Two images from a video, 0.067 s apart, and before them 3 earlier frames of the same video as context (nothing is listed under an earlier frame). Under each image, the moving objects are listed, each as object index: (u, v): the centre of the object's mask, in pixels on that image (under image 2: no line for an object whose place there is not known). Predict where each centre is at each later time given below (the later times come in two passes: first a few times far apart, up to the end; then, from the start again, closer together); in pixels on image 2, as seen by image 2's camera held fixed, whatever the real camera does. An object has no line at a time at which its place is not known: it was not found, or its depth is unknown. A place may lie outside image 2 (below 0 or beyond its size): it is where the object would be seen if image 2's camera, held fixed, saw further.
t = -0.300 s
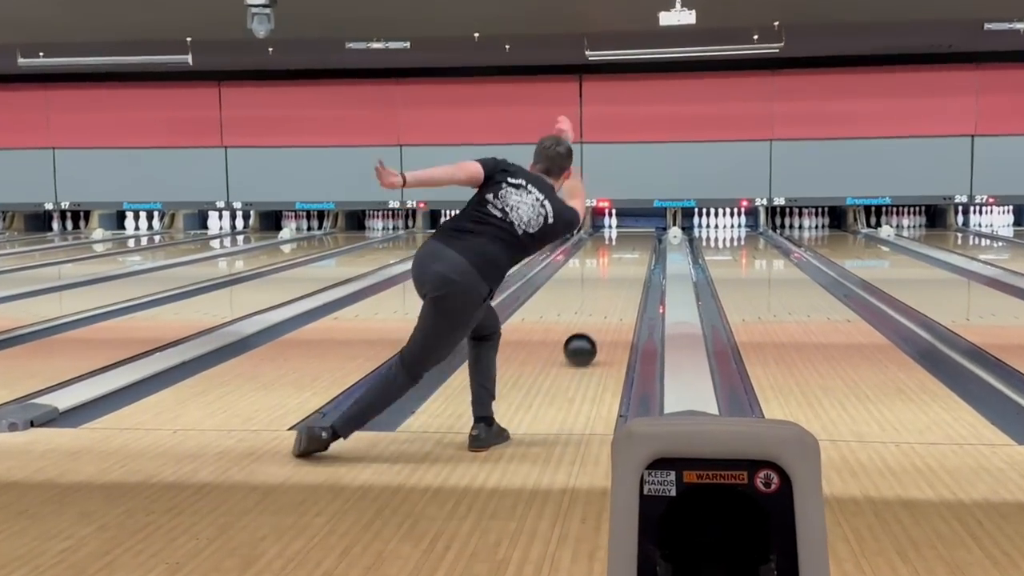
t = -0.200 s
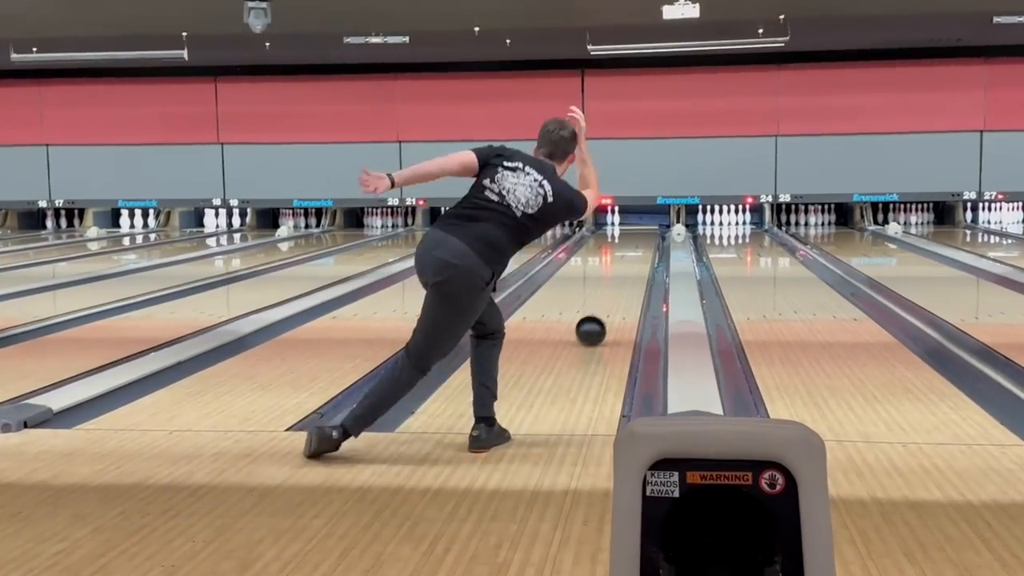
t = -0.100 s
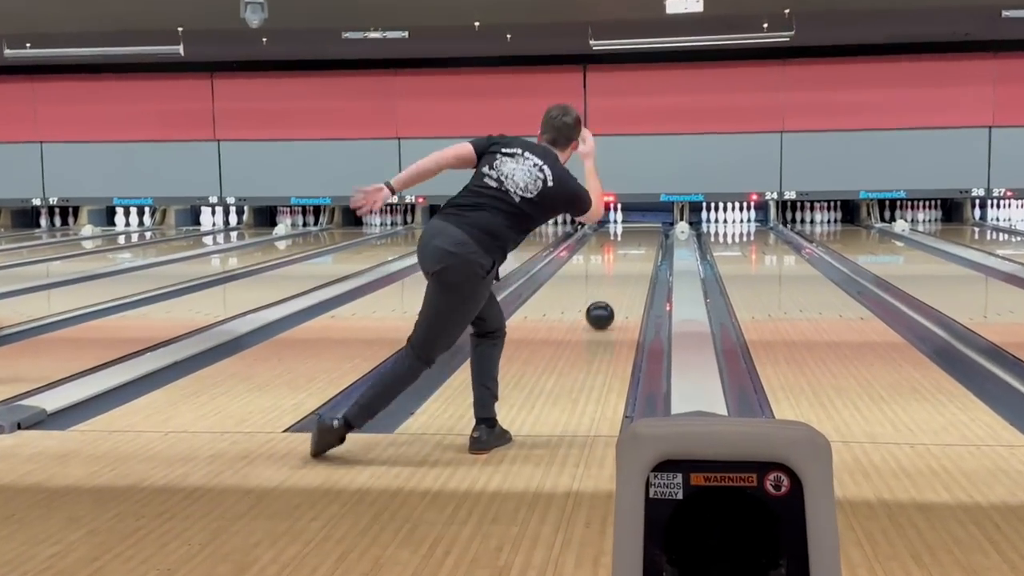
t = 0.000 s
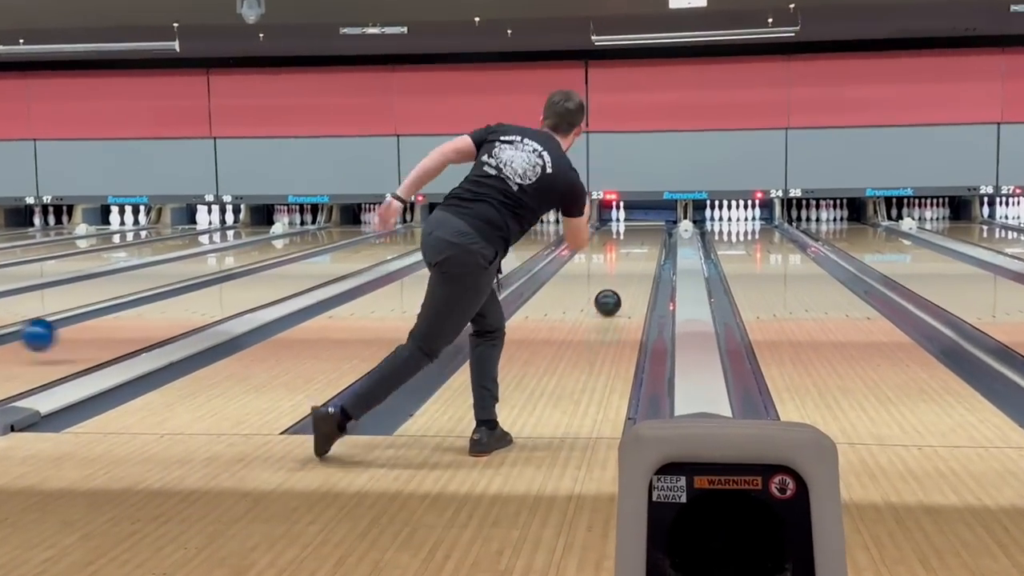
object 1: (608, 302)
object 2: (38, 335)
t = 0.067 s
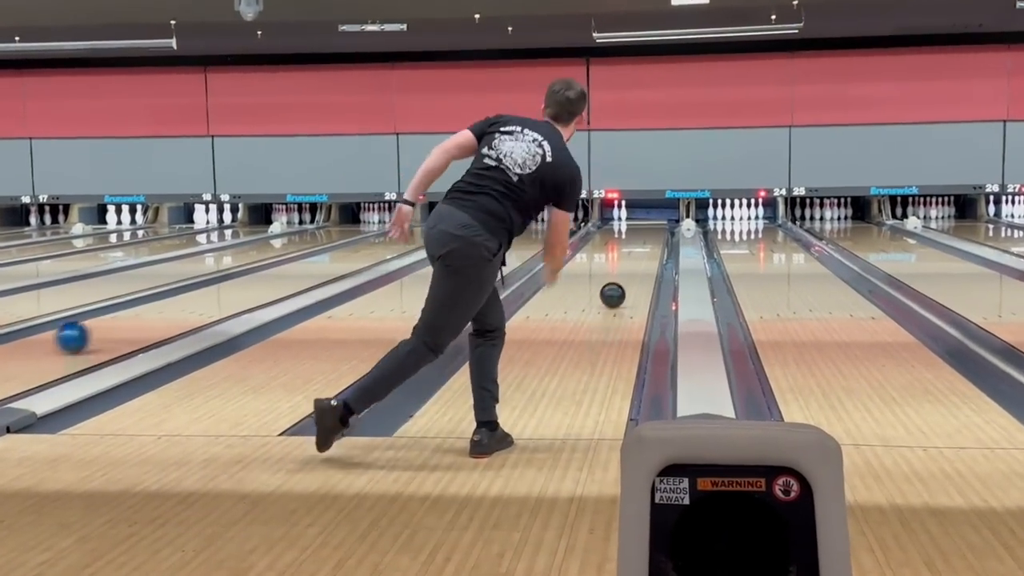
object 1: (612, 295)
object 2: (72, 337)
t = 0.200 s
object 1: (618, 283)
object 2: (133, 320)
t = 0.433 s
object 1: (625, 264)
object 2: (217, 295)
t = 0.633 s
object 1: (629, 254)
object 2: (271, 280)
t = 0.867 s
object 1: (631, 246)
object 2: (318, 268)
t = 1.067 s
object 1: (632, 239)
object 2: (348, 261)
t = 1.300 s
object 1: (628, 236)
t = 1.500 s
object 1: (628, 230)
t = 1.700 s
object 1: (625, 227)
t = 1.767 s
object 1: (624, 226)
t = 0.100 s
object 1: (614, 292)
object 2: (88, 332)
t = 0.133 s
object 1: (615, 289)
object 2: (104, 329)
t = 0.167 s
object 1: (616, 286)
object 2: (118, 324)
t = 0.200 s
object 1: (618, 283)
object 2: (133, 320)
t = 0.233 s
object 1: (619, 280)
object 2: (146, 316)
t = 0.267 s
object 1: (620, 276)
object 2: (160, 311)
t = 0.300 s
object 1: (621, 273)
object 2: (173, 308)
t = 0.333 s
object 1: (622, 271)
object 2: (184, 304)
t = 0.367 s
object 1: (623, 268)
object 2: (196, 301)
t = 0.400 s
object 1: (624, 266)
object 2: (207, 298)
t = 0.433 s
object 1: (625, 264)
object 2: (217, 295)
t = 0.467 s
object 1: (626, 262)
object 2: (227, 292)
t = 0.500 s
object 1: (627, 260)
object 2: (237, 290)
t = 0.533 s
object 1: (627, 259)
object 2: (245, 287)
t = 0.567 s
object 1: (628, 257)
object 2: (254, 285)
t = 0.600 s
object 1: (628, 256)
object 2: (263, 283)
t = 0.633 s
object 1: (629, 254)
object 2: (271, 280)
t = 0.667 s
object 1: (629, 253)
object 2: (278, 278)
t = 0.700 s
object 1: (630, 251)
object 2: (286, 276)
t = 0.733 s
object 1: (630, 250)
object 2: (293, 274)
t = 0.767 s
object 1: (630, 248)
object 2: (299, 272)
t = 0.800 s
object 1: (631, 247)
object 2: (306, 271)
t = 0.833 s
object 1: (631, 246)
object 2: (312, 270)
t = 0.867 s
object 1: (631, 246)
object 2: (318, 268)
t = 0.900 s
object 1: (630, 245)
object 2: (323, 267)
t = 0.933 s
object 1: (630, 243)
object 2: (328, 265)
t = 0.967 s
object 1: (631, 243)
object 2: (334, 264)
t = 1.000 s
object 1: (631, 242)
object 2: (339, 263)
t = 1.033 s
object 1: (631, 242)
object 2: (344, 262)
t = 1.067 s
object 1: (632, 239)
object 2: (348, 261)
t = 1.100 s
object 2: (353, 260)
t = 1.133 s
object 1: (627, 242)
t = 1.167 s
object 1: (630, 240)
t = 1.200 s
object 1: (630, 237)
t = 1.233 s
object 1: (630, 235)
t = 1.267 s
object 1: (630, 235)
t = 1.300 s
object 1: (628, 236)
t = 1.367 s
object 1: (630, 232)
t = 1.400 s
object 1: (629, 231)
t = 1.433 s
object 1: (629, 231)
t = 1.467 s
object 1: (629, 231)
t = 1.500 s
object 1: (628, 230)
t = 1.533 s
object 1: (628, 229)
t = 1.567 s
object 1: (627, 229)
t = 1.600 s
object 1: (627, 228)
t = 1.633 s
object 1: (626, 228)
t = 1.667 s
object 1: (626, 227)
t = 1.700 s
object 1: (625, 227)
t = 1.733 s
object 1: (624, 226)
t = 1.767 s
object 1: (624, 226)
